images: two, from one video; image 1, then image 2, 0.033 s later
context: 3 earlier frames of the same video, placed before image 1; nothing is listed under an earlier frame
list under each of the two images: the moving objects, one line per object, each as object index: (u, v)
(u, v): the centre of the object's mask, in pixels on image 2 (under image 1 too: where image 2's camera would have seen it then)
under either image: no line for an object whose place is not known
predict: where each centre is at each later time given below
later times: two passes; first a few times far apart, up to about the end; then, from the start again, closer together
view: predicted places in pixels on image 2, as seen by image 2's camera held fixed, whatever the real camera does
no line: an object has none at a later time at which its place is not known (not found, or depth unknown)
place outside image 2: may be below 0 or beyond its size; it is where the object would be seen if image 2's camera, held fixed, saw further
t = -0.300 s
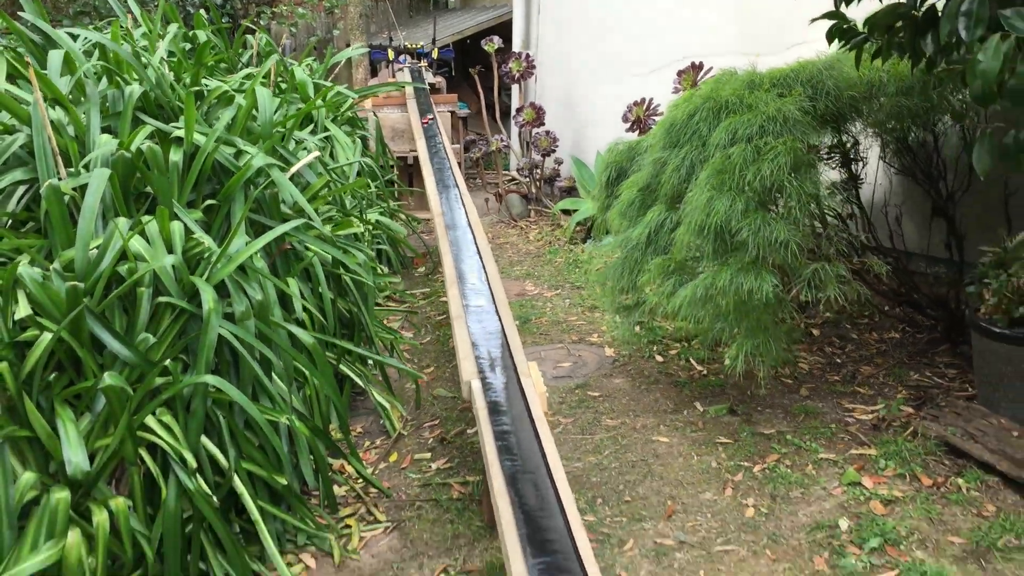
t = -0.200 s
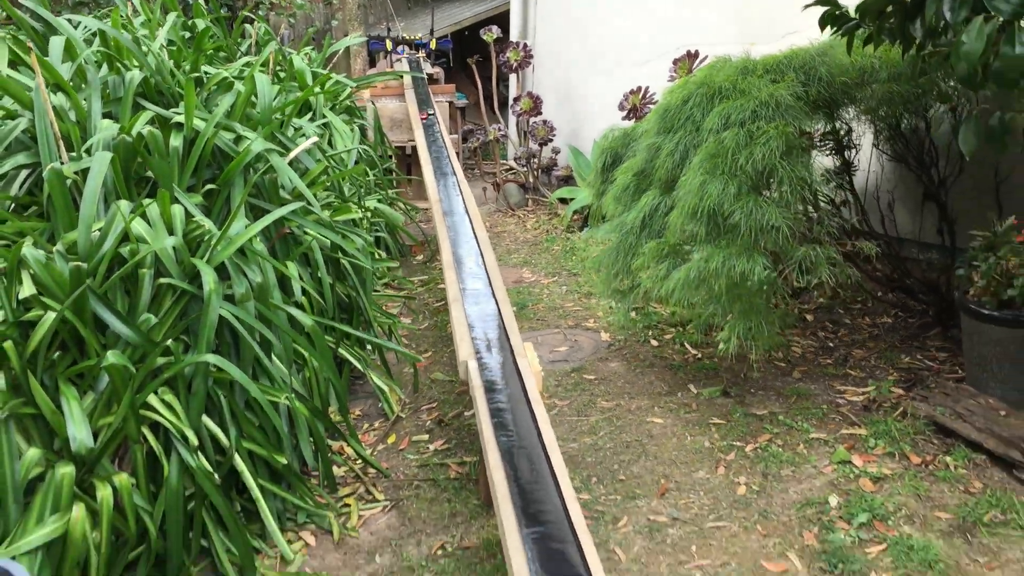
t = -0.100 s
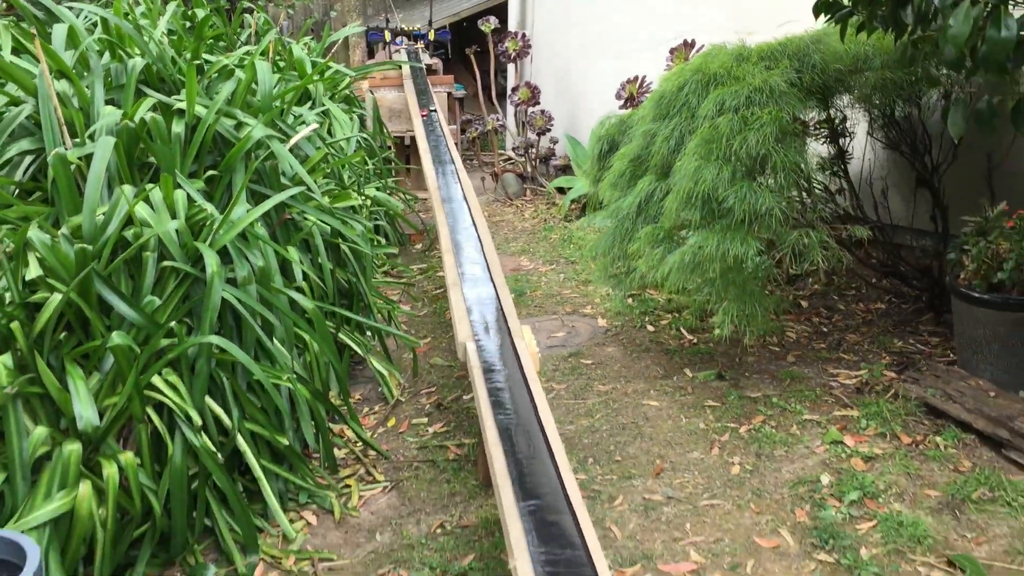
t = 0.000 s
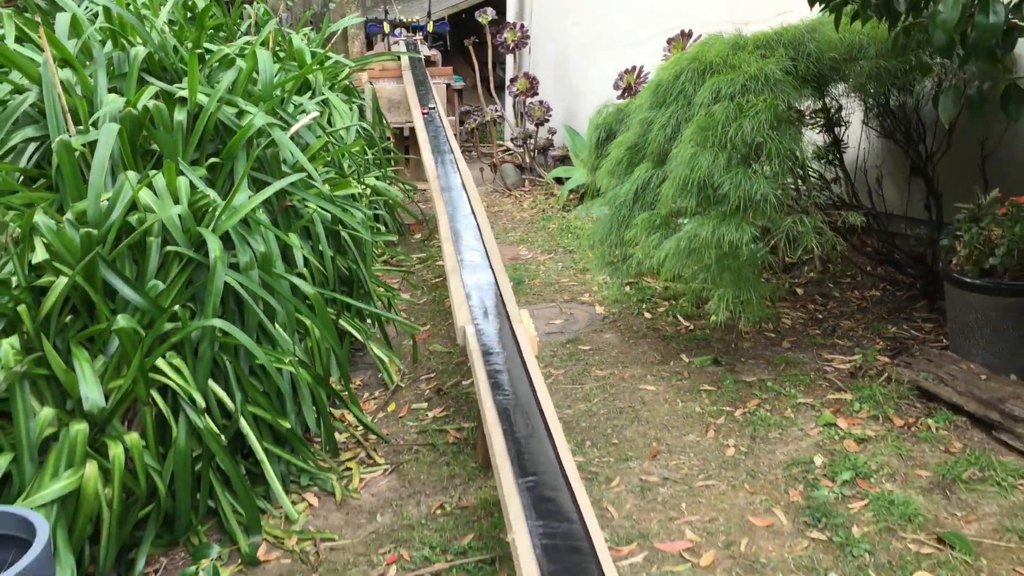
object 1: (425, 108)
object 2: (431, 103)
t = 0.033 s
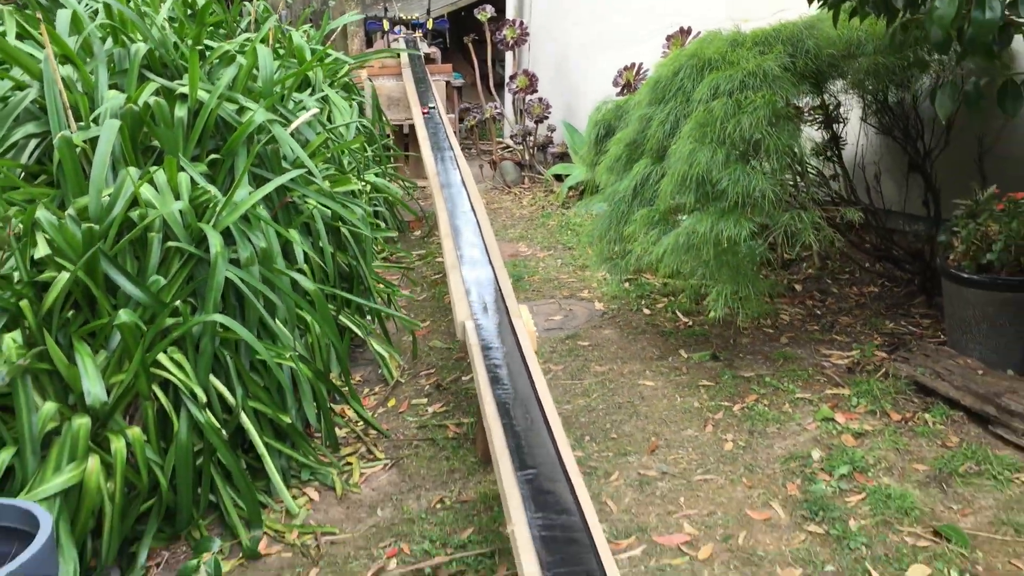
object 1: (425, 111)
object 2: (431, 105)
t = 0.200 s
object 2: (431, 118)
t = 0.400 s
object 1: (437, 145)
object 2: (433, 137)
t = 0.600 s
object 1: (447, 170)
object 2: (438, 160)
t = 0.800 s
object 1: (461, 203)
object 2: (446, 190)
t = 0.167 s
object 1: (429, 121)
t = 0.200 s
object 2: (431, 118)
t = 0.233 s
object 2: (431, 121)
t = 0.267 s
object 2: (431, 125)
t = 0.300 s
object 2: (431, 128)
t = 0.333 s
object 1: (434, 138)
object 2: (431, 131)
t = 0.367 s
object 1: (436, 141)
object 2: (431, 134)
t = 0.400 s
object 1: (437, 145)
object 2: (433, 137)
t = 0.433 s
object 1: (438, 148)
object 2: (433, 142)
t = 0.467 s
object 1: (440, 152)
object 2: (434, 144)
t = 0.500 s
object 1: (441, 157)
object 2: (435, 148)
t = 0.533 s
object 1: (443, 161)
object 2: (436, 152)
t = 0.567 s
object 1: (445, 165)
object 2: (437, 156)
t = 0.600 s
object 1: (447, 170)
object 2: (438, 160)
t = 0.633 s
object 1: (450, 175)
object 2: (440, 165)
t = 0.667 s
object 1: (452, 180)
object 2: (441, 170)
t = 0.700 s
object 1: (454, 185)
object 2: (442, 174)
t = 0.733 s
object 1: (456, 191)
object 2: (443, 180)
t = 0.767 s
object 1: (458, 197)
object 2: (445, 185)
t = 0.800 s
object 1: (461, 203)
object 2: (446, 190)
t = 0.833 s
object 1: (464, 209)
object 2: (448, 195)
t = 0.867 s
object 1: (467, 217)
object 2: (449, 201)
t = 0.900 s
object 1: (470, 224)
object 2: (452, 206)
